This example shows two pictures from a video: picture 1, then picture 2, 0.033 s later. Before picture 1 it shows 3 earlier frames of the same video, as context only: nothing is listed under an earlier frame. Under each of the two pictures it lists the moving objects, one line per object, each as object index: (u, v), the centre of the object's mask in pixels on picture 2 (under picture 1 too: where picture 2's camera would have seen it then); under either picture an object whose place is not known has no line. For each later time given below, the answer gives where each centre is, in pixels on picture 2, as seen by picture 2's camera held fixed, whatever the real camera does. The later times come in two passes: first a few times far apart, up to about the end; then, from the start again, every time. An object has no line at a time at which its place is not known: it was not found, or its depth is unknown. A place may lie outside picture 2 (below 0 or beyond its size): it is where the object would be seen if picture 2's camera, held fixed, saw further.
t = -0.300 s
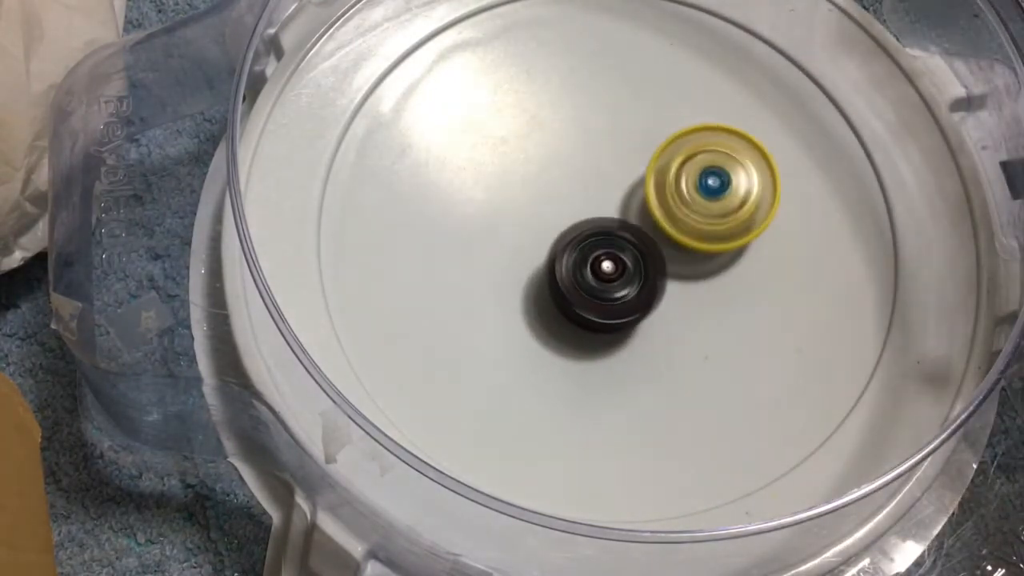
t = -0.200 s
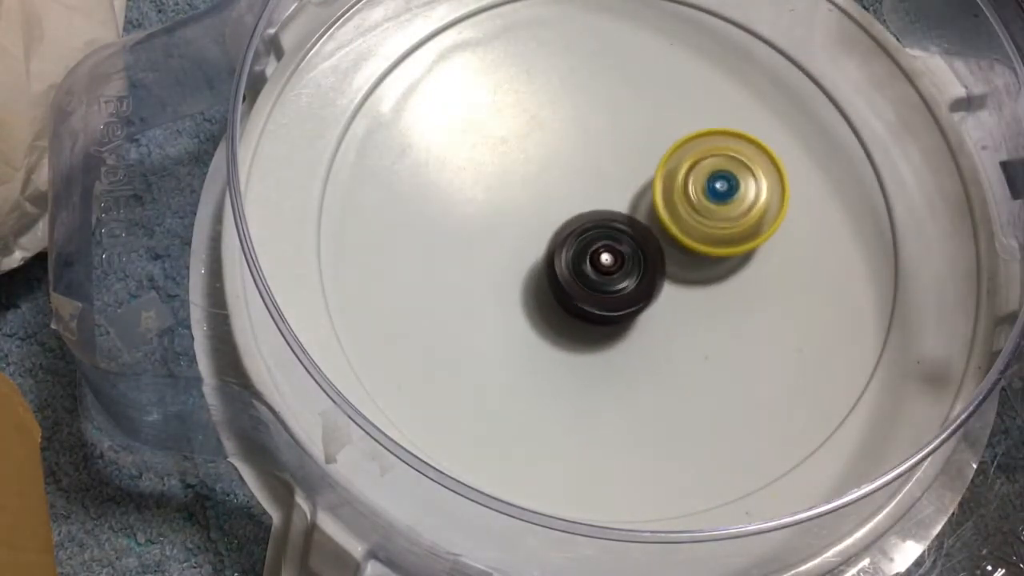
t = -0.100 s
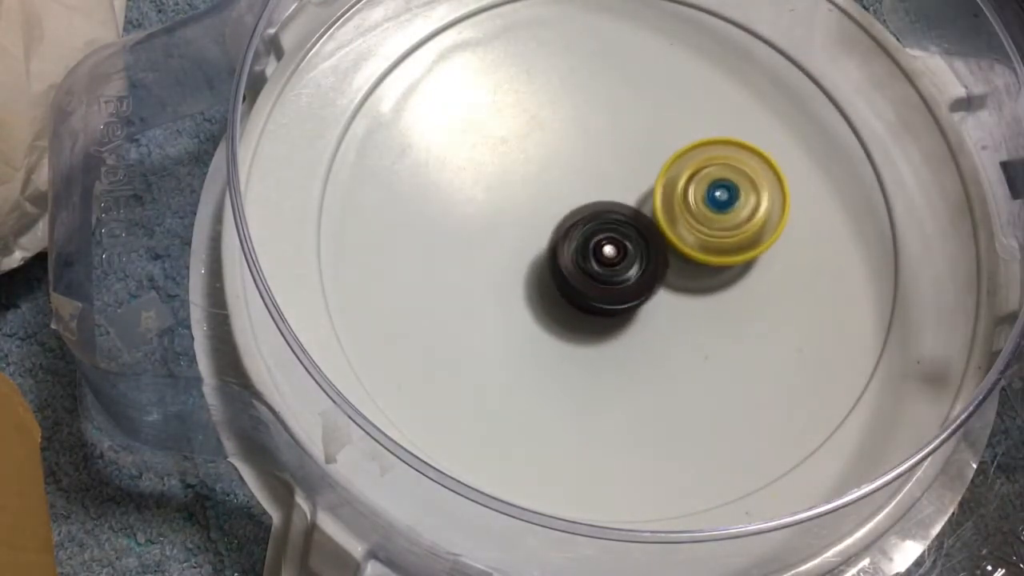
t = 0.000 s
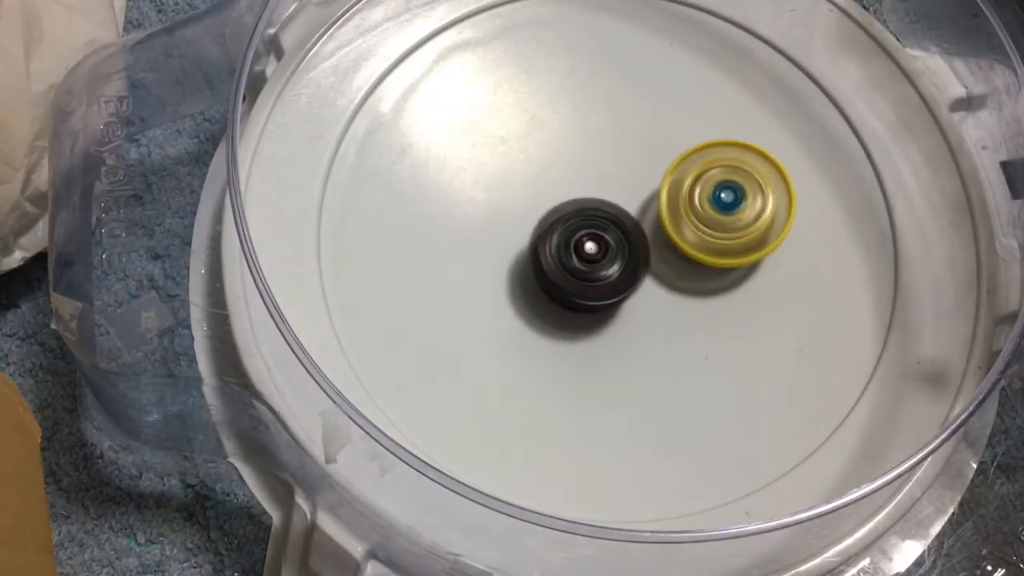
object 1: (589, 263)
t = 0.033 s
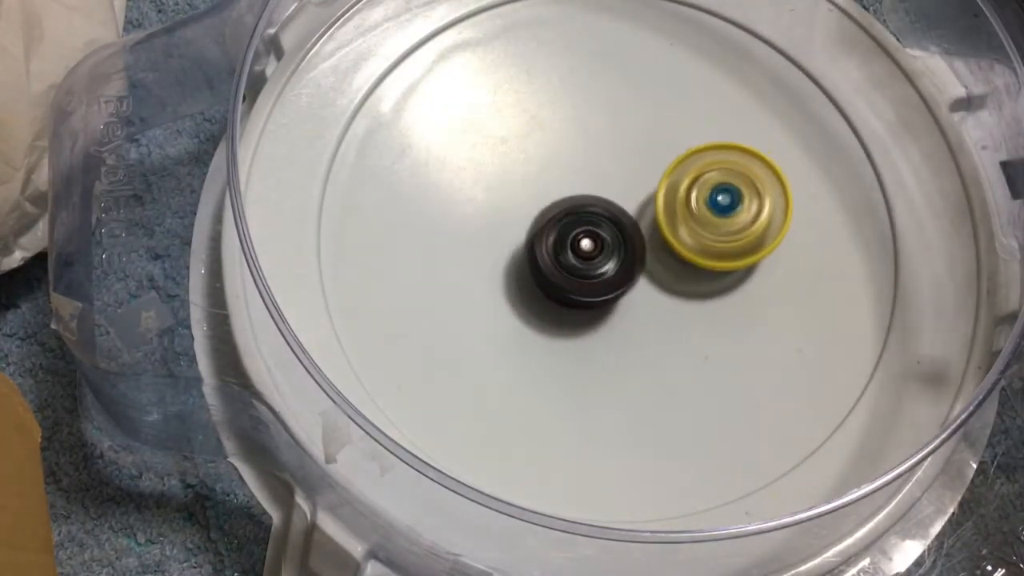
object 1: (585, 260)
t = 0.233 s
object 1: (566, 240)
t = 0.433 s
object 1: (538, 222)
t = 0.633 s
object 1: (540, 208)
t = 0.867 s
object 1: (563, 198)
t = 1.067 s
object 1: (582, 193)
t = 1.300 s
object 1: (620, 168)
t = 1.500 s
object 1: (640, 182)
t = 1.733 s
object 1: (662, 198)
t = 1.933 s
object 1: (687, 205)
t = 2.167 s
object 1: (719, 210)
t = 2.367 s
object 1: (743, 217)
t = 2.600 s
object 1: (767, 230)
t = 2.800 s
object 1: (760, 245)
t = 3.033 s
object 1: (778, 245)
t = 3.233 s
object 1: (741, 238)
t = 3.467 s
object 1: (656, 210)
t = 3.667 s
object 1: (598, 173)
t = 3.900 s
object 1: (560, 161)
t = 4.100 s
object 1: (539, 167)
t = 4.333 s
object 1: (524, 189)
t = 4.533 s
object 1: (535, 229)
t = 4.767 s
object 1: (563, 283)
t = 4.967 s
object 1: (586, 308)
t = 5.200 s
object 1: (619, 318)
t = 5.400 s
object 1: (638, 324)
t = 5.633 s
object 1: (663, 296)
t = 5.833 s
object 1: (678, 277)
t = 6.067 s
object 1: (679, 262)
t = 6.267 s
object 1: (669, 243)
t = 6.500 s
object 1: (667, 235)
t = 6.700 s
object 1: (654, 237)
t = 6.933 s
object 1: (648, 234)
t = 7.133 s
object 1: (655, 226)
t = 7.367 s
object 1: (670, 224)
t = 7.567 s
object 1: (660, 217)
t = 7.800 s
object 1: (667, 207)
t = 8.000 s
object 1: (688, 190)
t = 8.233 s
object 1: (673, 185)
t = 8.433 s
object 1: (656, 174)
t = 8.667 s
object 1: (639, 180)
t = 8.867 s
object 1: (629, 166)
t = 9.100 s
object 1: (605, 189)
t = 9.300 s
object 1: (594, 187)
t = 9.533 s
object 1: (583, 193)
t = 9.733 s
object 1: (575, 198)
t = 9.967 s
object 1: (568, 201)
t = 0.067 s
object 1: (583, 256)
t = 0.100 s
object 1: (581, 252)
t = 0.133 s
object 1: (580, 249)
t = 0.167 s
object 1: (576, 246)
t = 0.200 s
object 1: (570, 243)
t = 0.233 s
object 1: (566, 240)
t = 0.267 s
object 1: (560, 238)
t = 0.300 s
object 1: (553, 234)
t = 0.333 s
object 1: (547, 231)
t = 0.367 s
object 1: (543, 228)
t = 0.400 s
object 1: (540, 225)
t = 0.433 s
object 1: (538, 222)
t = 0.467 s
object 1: (537, 220)
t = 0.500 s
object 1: (537, 218)
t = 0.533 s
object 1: (536, 215)
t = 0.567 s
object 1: (538, 213)
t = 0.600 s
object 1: (538, 210)
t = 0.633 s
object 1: (540, 208)
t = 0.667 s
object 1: (542, 207)
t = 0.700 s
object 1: (547, 203)
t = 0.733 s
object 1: (548, 206)
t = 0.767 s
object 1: (553, 200)
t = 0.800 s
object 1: (556, 199)
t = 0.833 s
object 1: (560, 199)
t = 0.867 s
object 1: (563, 198)
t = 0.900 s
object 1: (566, 196)
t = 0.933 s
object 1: (568, 200)
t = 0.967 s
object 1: (571, 199)
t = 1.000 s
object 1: (575, 196)
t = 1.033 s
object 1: (577, 196)
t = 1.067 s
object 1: (582, 193)
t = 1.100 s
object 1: (587, 191)
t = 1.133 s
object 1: (591, 190)
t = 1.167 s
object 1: (595, 187)
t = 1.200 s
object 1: (601, 178)
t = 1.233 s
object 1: (608, 172)
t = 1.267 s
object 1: (614, 169)
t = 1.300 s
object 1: (620, 168)
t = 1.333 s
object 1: (624, 167)
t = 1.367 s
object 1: (630, 168)
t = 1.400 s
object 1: (633, 171)
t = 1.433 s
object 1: (637, 174)
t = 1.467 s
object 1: (638, 177)
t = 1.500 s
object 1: (640, 182)
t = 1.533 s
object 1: (643, 187)
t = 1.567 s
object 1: (643, 189)
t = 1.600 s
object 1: (648, 190)
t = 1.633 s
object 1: (650, 192)
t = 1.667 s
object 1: (652, 195)
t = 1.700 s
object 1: (656, 197)
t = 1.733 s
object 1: (662, 198)
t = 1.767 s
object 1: (665, 200)
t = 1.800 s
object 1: (669, 202)
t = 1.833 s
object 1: (674, 203)
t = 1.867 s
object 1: (681, 202)
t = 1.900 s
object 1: (683, 208)
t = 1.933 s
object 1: (687, 205)
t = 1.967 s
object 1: (688, 210)
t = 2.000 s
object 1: (694, 210)
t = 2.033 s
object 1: (698, 212)
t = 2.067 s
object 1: (701, 213)
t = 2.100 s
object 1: (702, 213)
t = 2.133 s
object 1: (710, 209)
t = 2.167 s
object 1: (719, 210)
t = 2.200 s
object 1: (723, 212)
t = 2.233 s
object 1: (730, 214)
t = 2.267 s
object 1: (733, 214)
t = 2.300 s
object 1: (735, 215)
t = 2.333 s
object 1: (737, 216)
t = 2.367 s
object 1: (743, 217)
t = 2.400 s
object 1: (748, 218)
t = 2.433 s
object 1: (750, 220)
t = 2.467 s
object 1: (755, 221)
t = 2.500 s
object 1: (759, 223)
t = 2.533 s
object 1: (759, 226)
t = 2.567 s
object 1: (764, 227)
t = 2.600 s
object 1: (767, 230)
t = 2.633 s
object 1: (767, 234)
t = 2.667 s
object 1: (766, 235)
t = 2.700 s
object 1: (765, 239)
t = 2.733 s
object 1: (767, 241)
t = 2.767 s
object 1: (765, 245)
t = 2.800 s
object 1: (760, 245)
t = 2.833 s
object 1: (757, 246)
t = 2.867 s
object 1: (756, 247)
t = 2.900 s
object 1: (752, 247)
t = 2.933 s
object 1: (747, 247)
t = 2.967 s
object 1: (761, 245)
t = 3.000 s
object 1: (772, 245)
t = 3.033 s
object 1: (778, 245)
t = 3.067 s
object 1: (778, 245)
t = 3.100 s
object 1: (773, 247)
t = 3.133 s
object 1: (768, 244)
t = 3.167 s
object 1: (760, 244)
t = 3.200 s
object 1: (751, 242)
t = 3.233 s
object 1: (741, 238)
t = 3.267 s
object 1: (729, 235)
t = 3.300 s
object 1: (717, 231)
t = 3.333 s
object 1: (705, 227)
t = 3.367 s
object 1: (692, 223)
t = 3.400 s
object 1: (680, 217)
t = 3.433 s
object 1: (667, 215)
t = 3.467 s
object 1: (656, 210)
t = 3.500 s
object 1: (644, 205)
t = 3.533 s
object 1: (634, 196)
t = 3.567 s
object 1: (622, 194)
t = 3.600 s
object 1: (613, 187)
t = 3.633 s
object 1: (602, 185)
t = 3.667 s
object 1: (598, 173)
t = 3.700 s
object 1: (593, 166)
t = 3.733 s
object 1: (586, 163)
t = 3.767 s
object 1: (583, 157)
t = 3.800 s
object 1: (576, 159)
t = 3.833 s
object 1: (570, 159)
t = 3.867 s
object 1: (565, 160)
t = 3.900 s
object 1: (560, 161)
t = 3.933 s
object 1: (558, 158)
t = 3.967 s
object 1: (551, 158)
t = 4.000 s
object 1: (549, 157)
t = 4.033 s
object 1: (547, 158)
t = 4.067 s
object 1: (544, 161)
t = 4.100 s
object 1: (539, 167)
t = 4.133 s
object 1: (536, 170)
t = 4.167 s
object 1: (533, 173)
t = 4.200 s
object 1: (531, 176)
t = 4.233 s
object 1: (531, 179)
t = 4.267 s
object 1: (527, 181)
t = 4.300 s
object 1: (525, 184)
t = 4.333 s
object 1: (524, 189)
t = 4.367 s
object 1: (524, 195)
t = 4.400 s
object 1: (525, 201)
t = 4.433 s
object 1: (527, 209)
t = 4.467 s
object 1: (529, 218)
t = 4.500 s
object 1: (532, 221)
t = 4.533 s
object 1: (535, 229)
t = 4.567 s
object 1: (539, 236)
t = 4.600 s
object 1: (543, 243)
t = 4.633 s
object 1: (546, 250)
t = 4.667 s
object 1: (549, 264)
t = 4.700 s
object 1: (552, 263)
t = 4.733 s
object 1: (557, 277)
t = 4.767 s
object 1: (563, 283)
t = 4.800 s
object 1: (564, 289)
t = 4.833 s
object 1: (566, 295)
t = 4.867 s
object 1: (570, 299)
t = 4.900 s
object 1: (574, 303)
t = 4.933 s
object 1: (581, 306)
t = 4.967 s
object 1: (586, 308)
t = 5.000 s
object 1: (594, 311)
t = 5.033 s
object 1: (597, 311)
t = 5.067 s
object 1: (600, 317)
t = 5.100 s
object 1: (606, 319)
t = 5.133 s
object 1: (611, 315)
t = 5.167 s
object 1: (617, 315)
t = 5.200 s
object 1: (619, 318)
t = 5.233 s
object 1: (623, 319)
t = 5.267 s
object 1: (628, 318)
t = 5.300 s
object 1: (631, 319)
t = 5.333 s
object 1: (634, 324)
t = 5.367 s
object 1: (636, 325)
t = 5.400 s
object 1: (638, 324)
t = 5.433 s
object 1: (641, 321)
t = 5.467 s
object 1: (643, 317)
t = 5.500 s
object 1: (647, 313)
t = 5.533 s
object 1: (650, 308)
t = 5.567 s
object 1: (654, 302)
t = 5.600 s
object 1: (658, 297)
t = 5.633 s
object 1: (663, 296)
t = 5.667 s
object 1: (667, 296)
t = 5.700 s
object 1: (670, 295)
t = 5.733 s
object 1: (672, 292)
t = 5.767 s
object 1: (673, 288)
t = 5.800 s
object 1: (676, 283)
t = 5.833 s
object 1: (678, 277)
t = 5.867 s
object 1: (678, 273)
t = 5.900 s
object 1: (682, 271)
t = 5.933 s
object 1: (686, 271)
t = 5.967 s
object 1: (687, 271)
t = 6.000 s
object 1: (686, 269)
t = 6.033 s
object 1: (683, 266)
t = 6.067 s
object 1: (679, 262)
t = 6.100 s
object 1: (677, 257)
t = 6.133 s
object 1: (678, 255)
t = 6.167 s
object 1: (675, 251)
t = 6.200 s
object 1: (677, 253)
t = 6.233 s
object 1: (672, 247)
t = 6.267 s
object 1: (669, 243)
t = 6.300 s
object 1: (665, 243)
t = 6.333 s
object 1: (663, 239)
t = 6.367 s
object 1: (663, 237)
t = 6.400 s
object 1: (662, 236)
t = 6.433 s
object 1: (659, 234)
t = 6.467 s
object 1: (662, 234)
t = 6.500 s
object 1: (667, 235)
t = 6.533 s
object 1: (670, 237)
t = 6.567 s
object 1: (669, 238)
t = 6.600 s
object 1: (668, 238)
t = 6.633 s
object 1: (664, 238)
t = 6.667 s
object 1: (659, 237)
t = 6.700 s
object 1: (654, 237)
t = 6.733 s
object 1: (651, 236)
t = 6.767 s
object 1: (656, 236)
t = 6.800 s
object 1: (657, 236)
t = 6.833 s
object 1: (657, 236)
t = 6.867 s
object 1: (655, 236)
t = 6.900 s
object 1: (651, 236)
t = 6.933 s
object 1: (648, 234)
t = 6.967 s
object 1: (648, 232)
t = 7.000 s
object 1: (649, 230)
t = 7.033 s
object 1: (650, 229)
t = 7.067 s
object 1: (651, 228)
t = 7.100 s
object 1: (651, 228)
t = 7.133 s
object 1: (655, 226)
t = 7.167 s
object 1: (663, 224)
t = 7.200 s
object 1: (670, 223)
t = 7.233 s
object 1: (673, 223)
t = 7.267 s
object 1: (675, 223)
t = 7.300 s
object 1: (674, 224)
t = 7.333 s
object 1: (673, 224)
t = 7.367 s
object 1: (670, 224)
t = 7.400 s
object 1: (667, 224)
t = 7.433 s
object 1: (662, 224)
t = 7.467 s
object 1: (660, 221)
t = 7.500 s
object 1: (661, 220)
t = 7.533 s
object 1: (661, 218)
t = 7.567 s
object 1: (660, 217)
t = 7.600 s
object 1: (661, 215)
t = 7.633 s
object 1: (662, 214)
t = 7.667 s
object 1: (663, 213)
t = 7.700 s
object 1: (662, 212)
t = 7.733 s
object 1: (664, 210)
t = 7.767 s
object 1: (666, 208)
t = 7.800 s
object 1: (667, 207)
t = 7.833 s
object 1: (665, 207)
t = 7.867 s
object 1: (664, 206)
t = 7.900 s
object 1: (674, 199)
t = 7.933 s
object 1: (682, 194)
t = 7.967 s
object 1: (686, 191)
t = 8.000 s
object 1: (688, 190)
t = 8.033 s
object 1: (689, 189)
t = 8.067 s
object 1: (688, 188)
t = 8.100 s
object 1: (686, 187)
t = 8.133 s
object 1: (683, 187)
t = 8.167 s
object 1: (680, 186)
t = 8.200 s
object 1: (677, 185)
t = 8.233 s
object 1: (673, 185)
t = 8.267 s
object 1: (669, 185)
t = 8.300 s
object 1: (662, 185)
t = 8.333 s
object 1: (656, 186)
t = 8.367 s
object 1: (651, 188)
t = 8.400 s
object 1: (652, 181)
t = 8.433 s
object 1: (656, 174)
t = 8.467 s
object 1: (658, 170)
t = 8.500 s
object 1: (658, 170)
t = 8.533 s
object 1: (657, 170)
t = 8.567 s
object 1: (655, 172)
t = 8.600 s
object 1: (650, 175)
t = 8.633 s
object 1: (645, 177)
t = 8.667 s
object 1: (639, 180)
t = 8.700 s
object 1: (634, 182)
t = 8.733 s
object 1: (628, 185)
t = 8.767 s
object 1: (627, 177)
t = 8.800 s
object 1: (628, 169)
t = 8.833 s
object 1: (629, 166)
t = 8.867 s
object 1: (629, 166)
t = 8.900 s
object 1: (627, 167)
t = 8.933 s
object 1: (625, 171)
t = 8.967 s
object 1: (621, 174)
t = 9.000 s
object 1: (617, 178)
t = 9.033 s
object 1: (613, 182)
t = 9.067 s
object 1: (609, 187)
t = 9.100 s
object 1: (605, 189)
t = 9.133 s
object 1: (603, 190)
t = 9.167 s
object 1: (600, 190)
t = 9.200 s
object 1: (598, 191)
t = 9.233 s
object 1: (597, 190)
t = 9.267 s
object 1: (595, 187)
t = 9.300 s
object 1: (594, 187)
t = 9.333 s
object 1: (593, 188)
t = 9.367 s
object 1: (592, 191)
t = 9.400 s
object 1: (591, 194)
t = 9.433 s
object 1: (591, 197)
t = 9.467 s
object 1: (587, 195)
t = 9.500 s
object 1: (584, 194)
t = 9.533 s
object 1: (583, 193)
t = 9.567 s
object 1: (582, 195)
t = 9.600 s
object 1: (581, 197)
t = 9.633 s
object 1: (581, 201)
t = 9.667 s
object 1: (578, 199)
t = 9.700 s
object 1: (576, 198)
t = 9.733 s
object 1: (575, 198)
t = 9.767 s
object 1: (575, 199)
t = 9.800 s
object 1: (575, 201)
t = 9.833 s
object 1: (574, 203)
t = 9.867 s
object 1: (572, 203)
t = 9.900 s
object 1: (571, 203)
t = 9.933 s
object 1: (571, 204)
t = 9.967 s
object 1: (568, 201)
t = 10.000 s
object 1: (563, 195)
